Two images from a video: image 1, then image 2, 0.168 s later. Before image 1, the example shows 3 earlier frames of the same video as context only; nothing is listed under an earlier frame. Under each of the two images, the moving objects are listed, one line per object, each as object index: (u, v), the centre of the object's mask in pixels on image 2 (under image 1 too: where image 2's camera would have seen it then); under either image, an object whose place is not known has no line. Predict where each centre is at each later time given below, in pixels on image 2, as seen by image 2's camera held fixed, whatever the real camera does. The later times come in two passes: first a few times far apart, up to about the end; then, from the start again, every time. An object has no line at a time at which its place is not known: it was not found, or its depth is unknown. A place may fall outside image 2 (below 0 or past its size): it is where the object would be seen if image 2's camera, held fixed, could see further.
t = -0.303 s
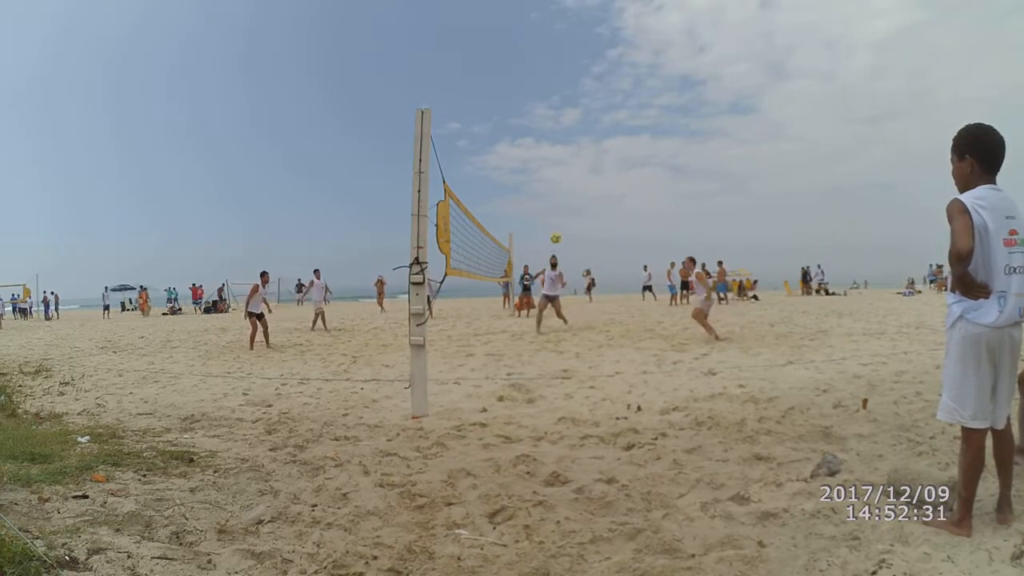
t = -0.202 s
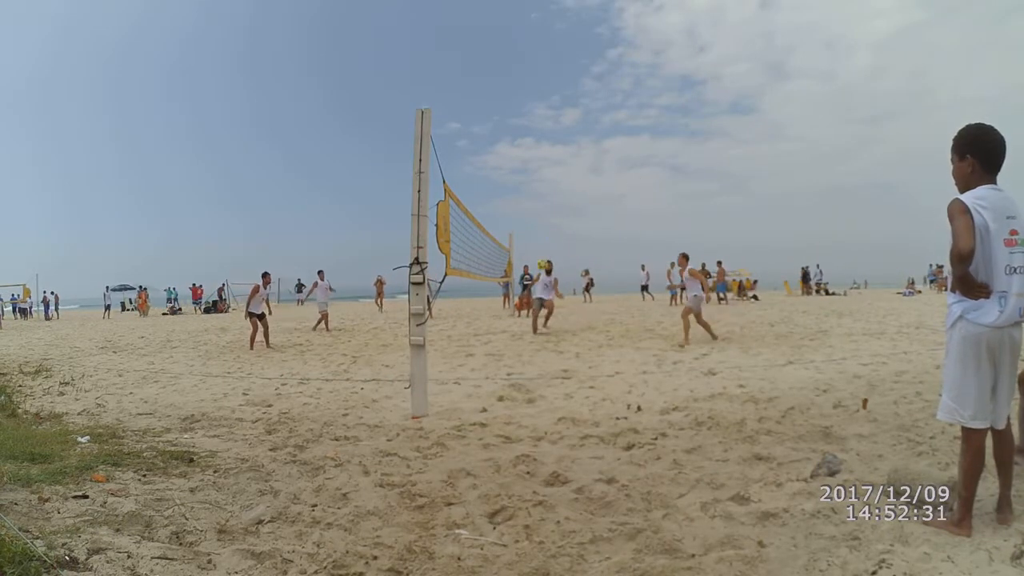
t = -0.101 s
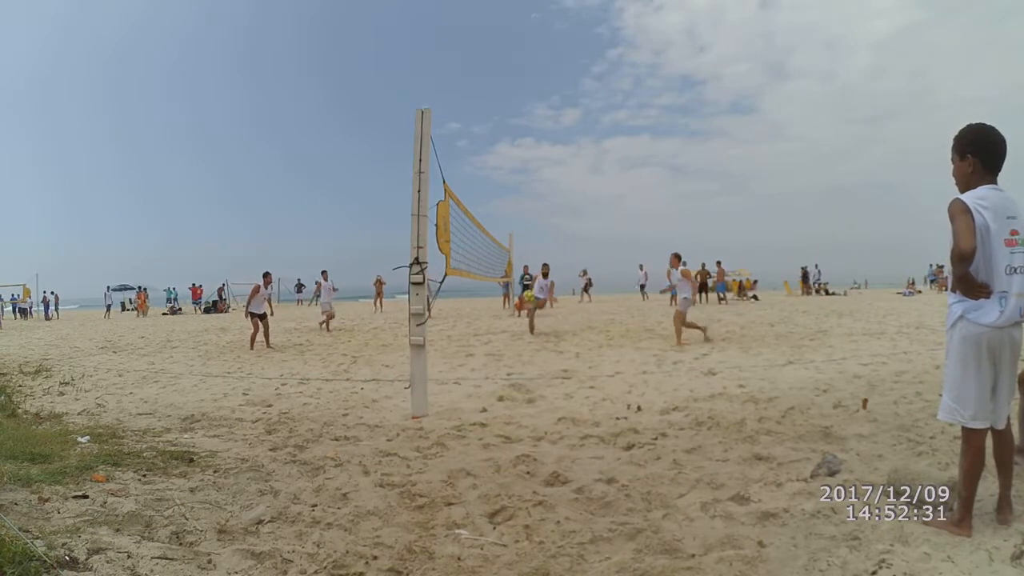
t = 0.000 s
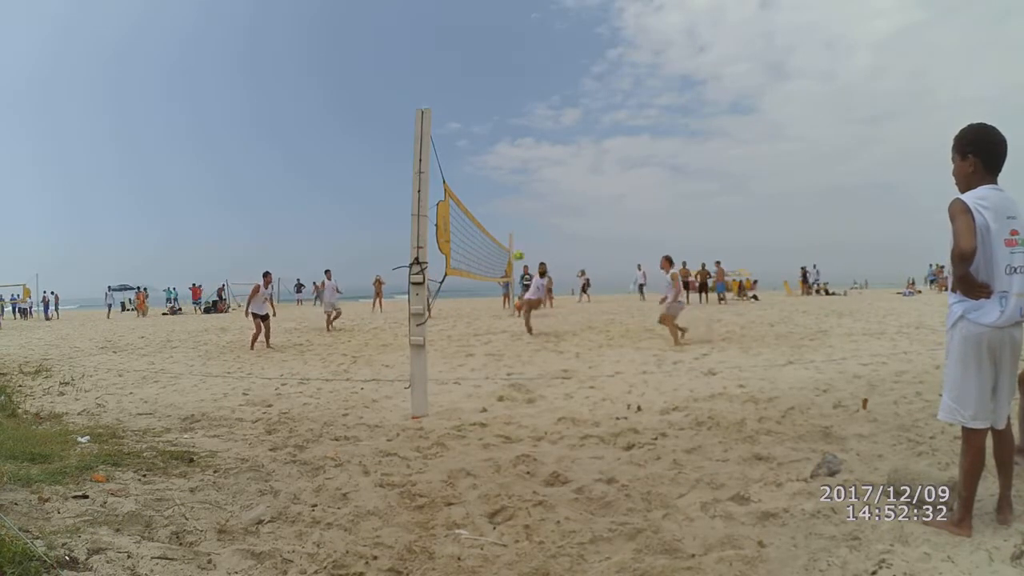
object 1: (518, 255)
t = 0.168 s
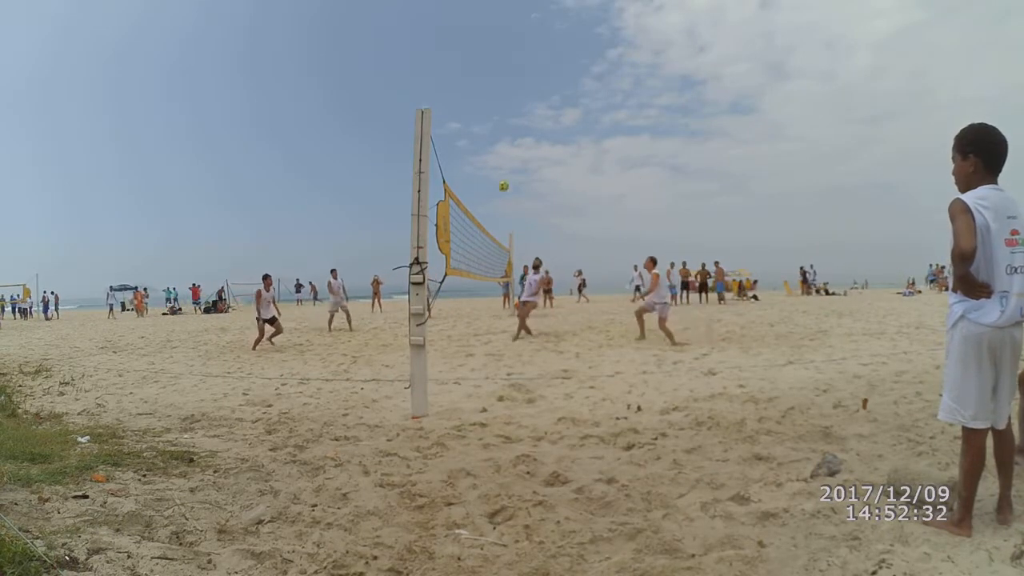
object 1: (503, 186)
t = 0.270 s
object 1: (493, 152)
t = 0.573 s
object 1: (467, 83)
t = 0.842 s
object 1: (444, 58)
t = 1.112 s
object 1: (421, 63)
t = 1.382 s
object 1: (397, 102)
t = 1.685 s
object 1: (371, 189)
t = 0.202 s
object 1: (500, 173)
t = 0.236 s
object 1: (497, 162)
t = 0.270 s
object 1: (493, 152)
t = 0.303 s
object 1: (491, 142)
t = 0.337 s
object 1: (487, 133)
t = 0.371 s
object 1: (484, 123)
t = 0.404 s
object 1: (482, 115)
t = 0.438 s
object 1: (479, 107)
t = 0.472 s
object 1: (475, 100)
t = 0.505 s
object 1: (472, 93)
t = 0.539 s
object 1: (470, 87)
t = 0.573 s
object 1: (467, 83)
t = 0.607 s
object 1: (464, 77)
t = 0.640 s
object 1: (462, 72)
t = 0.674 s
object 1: (458, 69)
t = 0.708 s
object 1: (455, 66)
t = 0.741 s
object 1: (453, 63)
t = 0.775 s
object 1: (450, 60)
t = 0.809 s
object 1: (447, 59)
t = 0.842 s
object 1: (444, 58)
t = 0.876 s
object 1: (441, 57)
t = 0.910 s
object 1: (438, 56)
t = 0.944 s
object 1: (435, 56)
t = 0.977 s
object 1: (432, 56)
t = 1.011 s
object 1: (429, 58)
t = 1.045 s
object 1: (427, 59)
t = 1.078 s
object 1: (424, 60)
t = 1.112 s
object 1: (421, 63)
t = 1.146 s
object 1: (418, 66)
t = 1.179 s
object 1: (415, 70)
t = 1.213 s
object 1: (411, 75)
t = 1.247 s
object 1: (408, 80)
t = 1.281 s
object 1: (405, 84)
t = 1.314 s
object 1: (403, 90)
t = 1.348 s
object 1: (400, 95)
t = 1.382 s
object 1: (397, 102)
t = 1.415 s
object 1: (394, 110)
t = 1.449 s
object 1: (391, 118)
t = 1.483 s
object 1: (388, 126)
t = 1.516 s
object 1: (385, 135)
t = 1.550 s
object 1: (382, 144)
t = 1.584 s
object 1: (379, 155)
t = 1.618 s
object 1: (376, 166)
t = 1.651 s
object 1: (374, 177)
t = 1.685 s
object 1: (371, 189)
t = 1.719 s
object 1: (368, 201)
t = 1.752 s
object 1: (365, 216)
